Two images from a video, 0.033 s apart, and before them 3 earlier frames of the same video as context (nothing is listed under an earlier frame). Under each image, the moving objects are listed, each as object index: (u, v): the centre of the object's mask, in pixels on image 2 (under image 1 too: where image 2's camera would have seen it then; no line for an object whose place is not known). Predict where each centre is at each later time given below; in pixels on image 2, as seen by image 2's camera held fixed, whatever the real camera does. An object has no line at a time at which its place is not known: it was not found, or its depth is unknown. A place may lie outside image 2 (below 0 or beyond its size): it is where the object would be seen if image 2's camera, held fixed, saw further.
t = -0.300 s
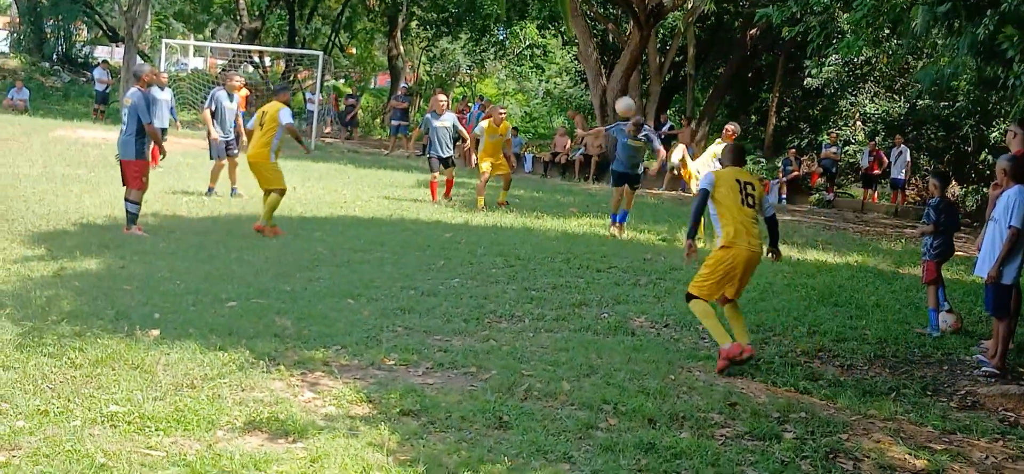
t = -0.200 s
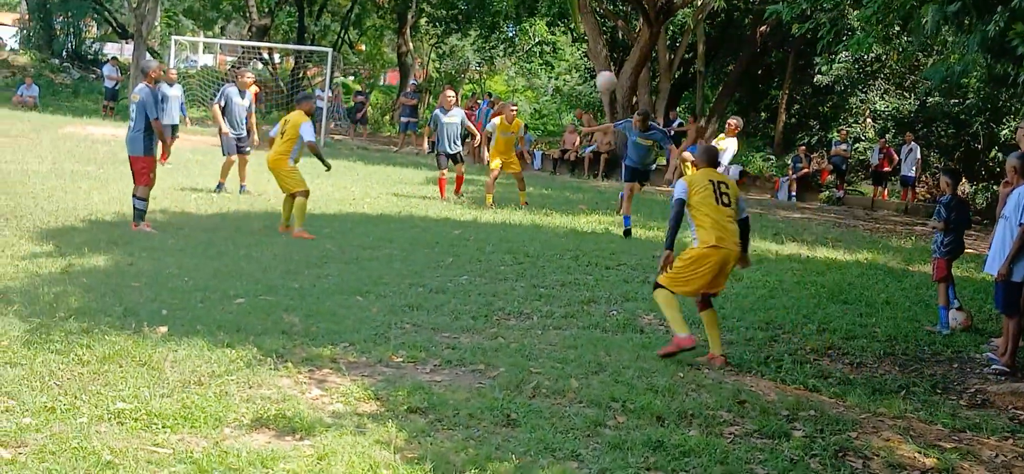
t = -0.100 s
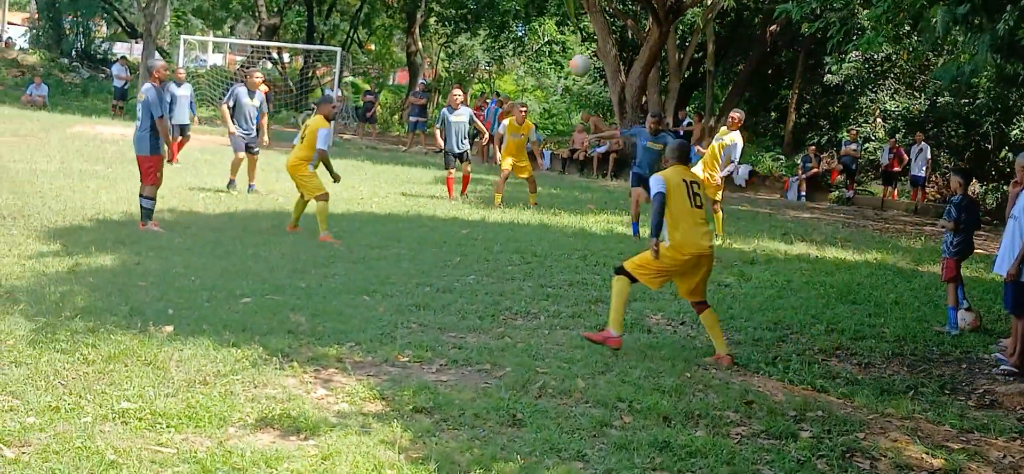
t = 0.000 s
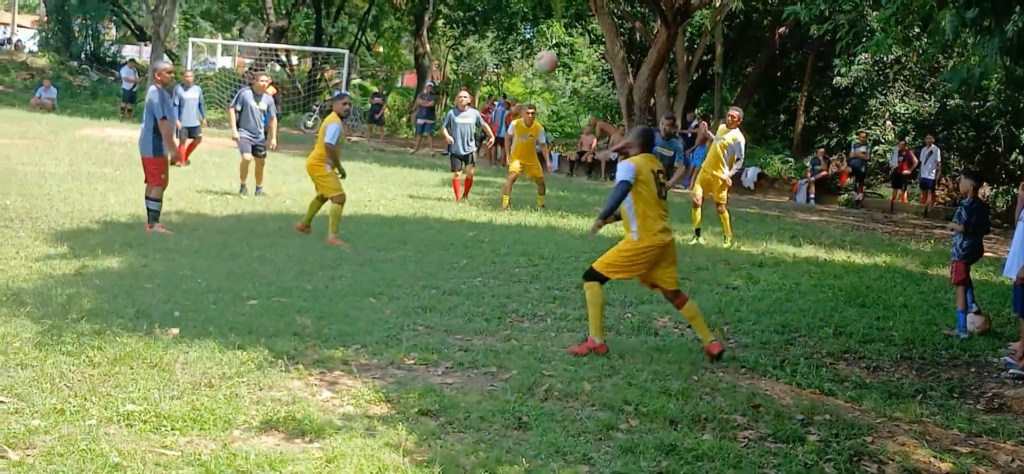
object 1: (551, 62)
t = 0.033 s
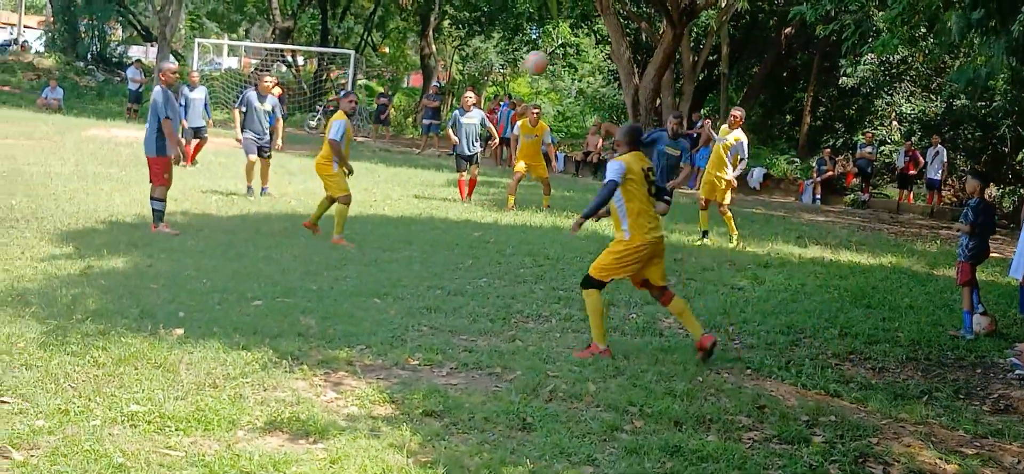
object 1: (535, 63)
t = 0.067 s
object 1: (519, 65)
